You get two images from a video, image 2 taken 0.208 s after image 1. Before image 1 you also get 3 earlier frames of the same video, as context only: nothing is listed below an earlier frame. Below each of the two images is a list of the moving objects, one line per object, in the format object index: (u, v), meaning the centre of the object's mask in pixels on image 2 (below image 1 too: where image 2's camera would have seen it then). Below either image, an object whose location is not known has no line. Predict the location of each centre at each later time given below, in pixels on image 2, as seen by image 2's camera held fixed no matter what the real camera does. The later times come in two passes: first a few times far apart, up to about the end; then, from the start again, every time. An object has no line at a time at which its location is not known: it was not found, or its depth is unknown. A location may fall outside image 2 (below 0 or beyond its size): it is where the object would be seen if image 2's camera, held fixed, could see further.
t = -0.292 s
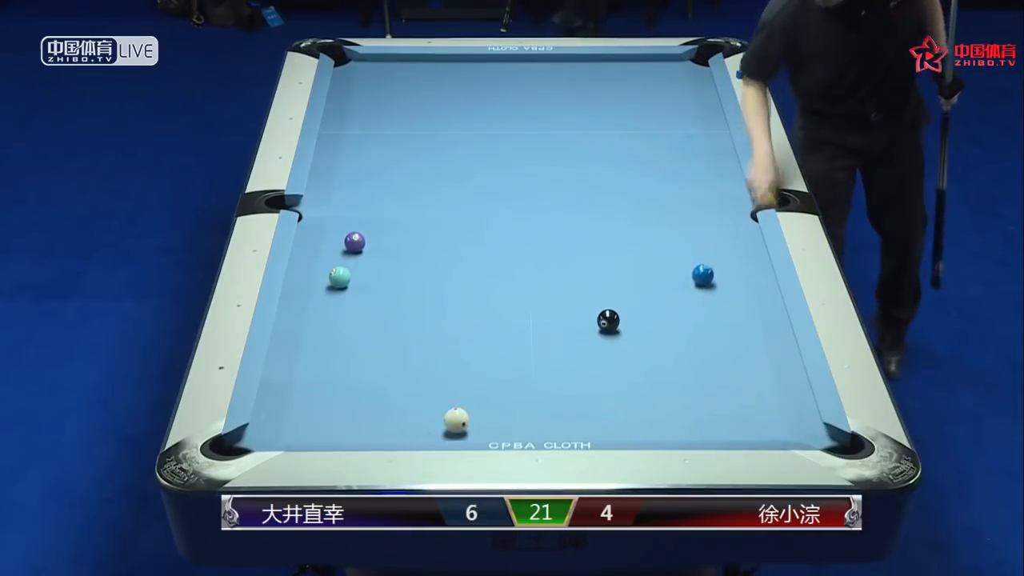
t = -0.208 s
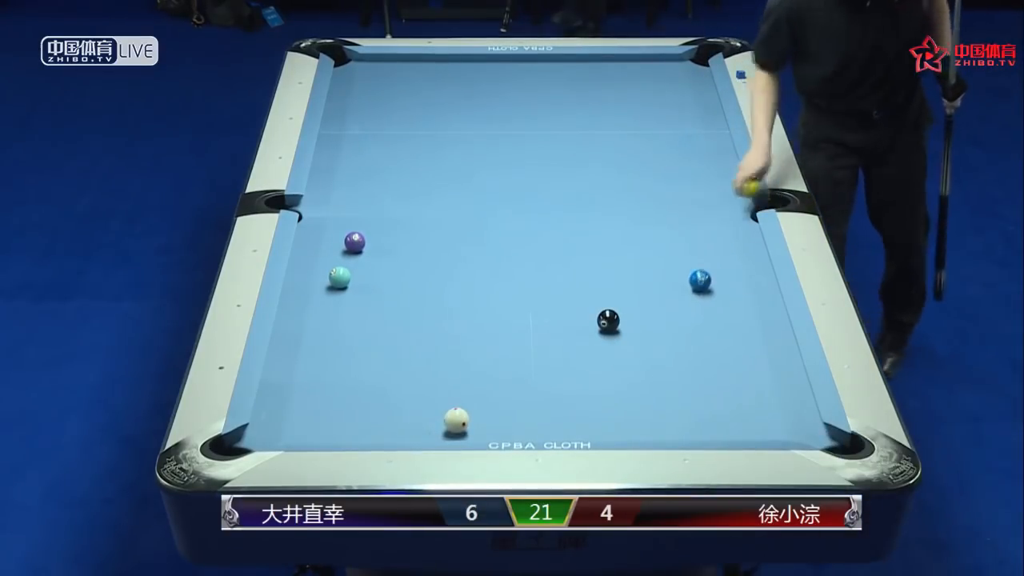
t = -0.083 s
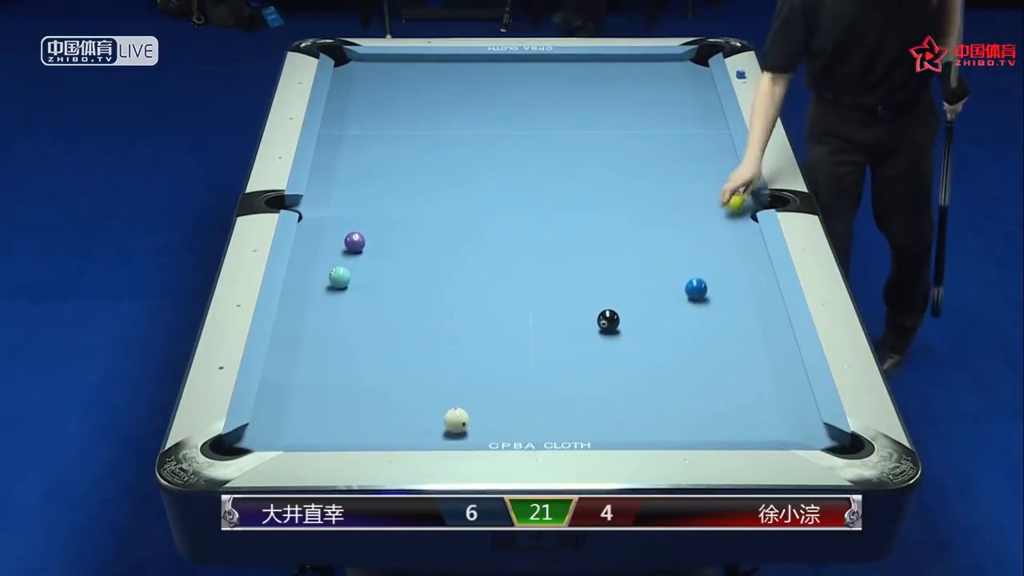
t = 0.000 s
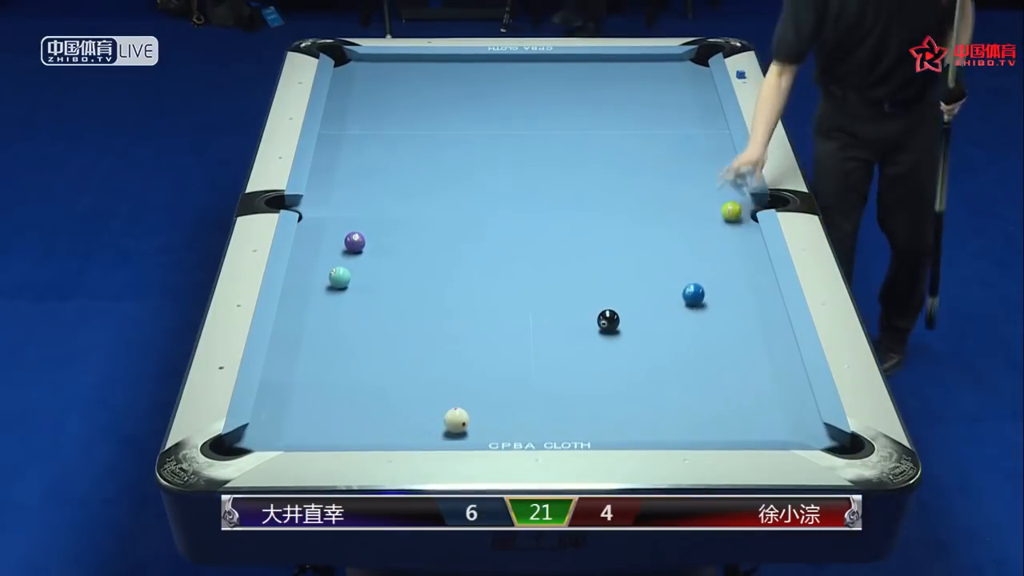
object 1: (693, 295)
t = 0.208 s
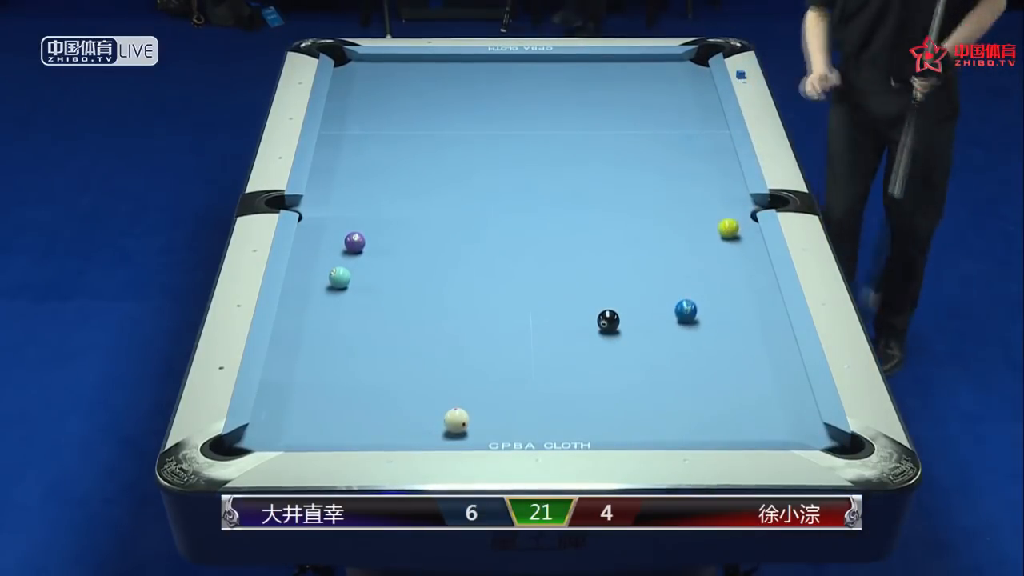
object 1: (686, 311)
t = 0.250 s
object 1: (684, 314)
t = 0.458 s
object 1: (678, 327)
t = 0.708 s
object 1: (671, 343)
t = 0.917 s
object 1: (665, 356)
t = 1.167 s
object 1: (658, 370)
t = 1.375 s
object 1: (651, 384)
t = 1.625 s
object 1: (644, 398)
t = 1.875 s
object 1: (637, 411)
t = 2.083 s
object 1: (632, 420)
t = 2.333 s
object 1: (625, 430)
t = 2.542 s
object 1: (620, 432)
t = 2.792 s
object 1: (615, 429)
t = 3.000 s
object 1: (613, 426)
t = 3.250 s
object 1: (609, 423)
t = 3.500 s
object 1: (607, 420)
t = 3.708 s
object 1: (605, 418)
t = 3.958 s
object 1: (605, 418)
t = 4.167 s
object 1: (605, 418)
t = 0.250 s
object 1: (684, 314)
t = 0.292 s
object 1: (683, 316)
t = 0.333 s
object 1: (682, 319)
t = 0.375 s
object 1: (681, 322)
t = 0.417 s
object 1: (680, 325)
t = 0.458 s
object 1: (678, 327)
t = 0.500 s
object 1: (677, 330)
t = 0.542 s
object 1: (676, 332)
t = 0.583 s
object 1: (674, 335)
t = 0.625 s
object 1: (673, 338)
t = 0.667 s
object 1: (672, 340)
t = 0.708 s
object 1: (671, 343)
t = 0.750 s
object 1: (670, 345)
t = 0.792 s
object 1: (668, 348)
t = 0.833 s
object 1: (667, 350)
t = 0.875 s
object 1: (666, 353)
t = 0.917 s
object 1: (665, 356)
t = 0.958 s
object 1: (663, 358)
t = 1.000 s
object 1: (662, 360)
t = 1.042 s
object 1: (661, 363)
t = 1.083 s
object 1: (660, 365)
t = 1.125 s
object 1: (659, 368)
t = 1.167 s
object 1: (658, 370)
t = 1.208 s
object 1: (655, 375)
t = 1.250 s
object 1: (654, 378)
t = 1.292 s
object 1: (653, 380)
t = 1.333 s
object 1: (652, 382)
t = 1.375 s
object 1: (651, 384)
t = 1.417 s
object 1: (649, 387)
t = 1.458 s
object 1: (648, 389)
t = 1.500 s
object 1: (647, 391)
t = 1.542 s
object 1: (646, 394)
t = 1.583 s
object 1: (645, 396)
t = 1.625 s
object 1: (644, 398)
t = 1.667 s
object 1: (643, 400)
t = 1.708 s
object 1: (642, 402)
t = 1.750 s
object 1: (640, 404)
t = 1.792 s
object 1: (639, 406)
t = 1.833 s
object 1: (638, 408)
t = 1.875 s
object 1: (637, 411)
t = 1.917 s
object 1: (636, 413)
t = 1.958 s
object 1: (635, 414)
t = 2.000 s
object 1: (634, 417)
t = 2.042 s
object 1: (633, 419)
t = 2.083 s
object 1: (632, 420)
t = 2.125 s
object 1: (631, 422)
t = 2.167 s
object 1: (629, 424)
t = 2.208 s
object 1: (628, 427)
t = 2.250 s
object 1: (627, 428)
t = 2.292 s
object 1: (625, 430)
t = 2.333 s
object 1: (625, 430)
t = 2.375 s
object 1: (623, 432)
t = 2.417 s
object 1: (622, 433)
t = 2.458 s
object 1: (621, 433)
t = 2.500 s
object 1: (620, 432)
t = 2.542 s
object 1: (620, 432)
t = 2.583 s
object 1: (619, 431)
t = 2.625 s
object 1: (618, 431)
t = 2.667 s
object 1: (617, 430)
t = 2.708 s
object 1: (617, 430)
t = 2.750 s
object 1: (616, 429)
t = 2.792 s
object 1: (615, 429)
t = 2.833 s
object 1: (614, 428)
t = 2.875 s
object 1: (614, 428)
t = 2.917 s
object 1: (613, 427)
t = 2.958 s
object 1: (613, 427)
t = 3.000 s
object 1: (613, 426)
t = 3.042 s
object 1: (612, 426)
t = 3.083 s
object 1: (612, 426)
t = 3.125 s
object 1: (611, 425)
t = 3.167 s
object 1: (610, 424)
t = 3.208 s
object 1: (609, 423)
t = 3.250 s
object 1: (609, 423)
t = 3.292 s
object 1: (609, 422)
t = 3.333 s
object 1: (608, 421)
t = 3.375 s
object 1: (608, 421)
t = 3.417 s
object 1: (608, 420)
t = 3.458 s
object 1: (607, 420)
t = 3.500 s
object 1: (607, 420)
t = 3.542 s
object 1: (606, 419)
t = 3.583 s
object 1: (606, 419)
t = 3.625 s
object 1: (606, 419)
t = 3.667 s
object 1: (606, 419)
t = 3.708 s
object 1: (605, 418)
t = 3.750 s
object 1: (605, 418)
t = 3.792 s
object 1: (605, 418)
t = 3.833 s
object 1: (605, 418)
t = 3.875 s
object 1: (605, 418)
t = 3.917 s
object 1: (605, 418)
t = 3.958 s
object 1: (605, 418)
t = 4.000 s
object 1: (605, 418)
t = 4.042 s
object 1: (605, 418)
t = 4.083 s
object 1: (605, 418)
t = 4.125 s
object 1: (605, 418)
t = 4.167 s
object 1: (605, 418)
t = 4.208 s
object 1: (605, 418)
